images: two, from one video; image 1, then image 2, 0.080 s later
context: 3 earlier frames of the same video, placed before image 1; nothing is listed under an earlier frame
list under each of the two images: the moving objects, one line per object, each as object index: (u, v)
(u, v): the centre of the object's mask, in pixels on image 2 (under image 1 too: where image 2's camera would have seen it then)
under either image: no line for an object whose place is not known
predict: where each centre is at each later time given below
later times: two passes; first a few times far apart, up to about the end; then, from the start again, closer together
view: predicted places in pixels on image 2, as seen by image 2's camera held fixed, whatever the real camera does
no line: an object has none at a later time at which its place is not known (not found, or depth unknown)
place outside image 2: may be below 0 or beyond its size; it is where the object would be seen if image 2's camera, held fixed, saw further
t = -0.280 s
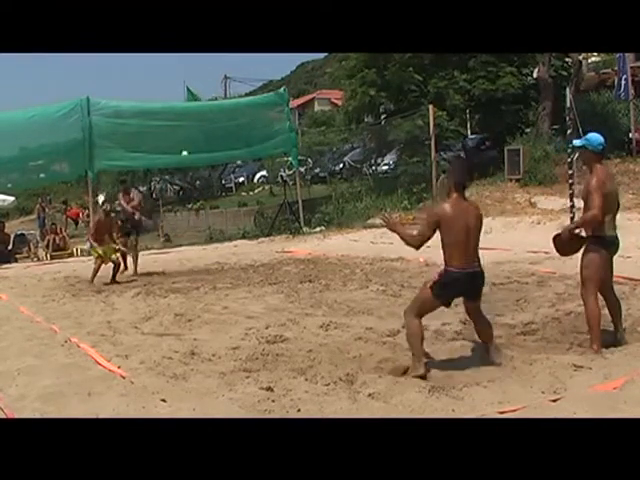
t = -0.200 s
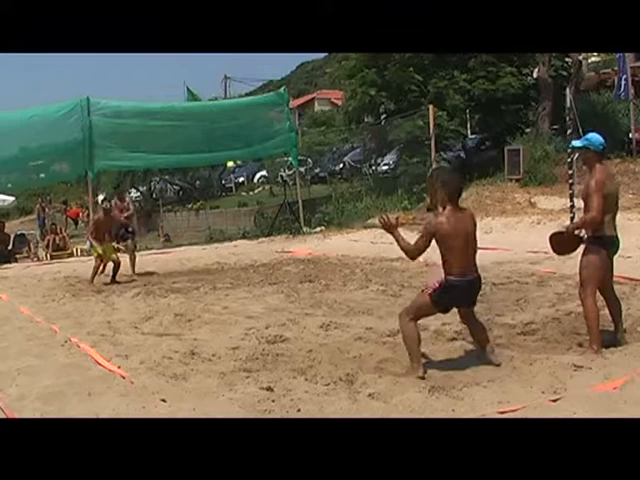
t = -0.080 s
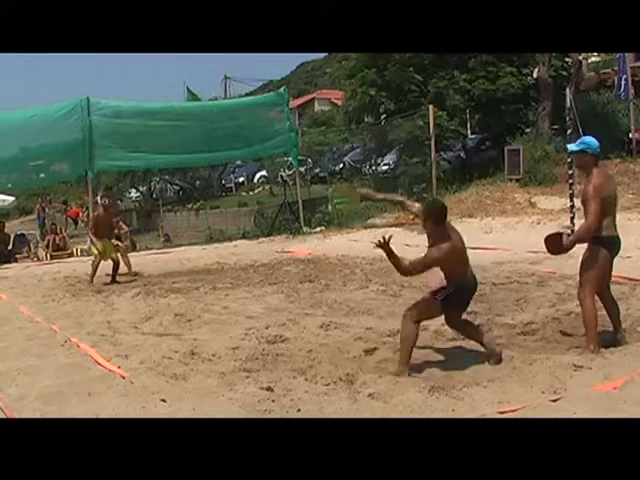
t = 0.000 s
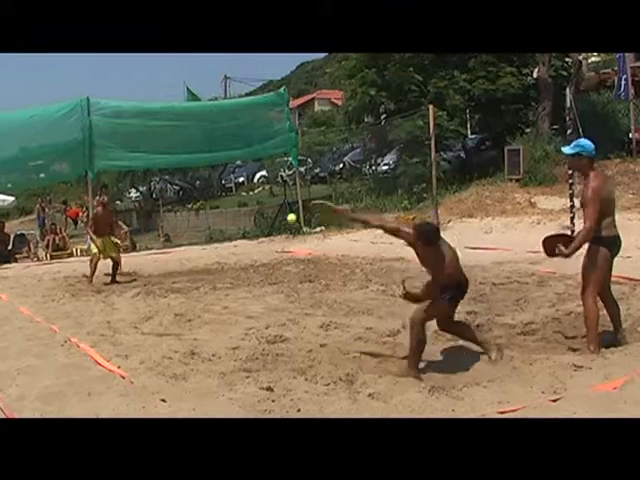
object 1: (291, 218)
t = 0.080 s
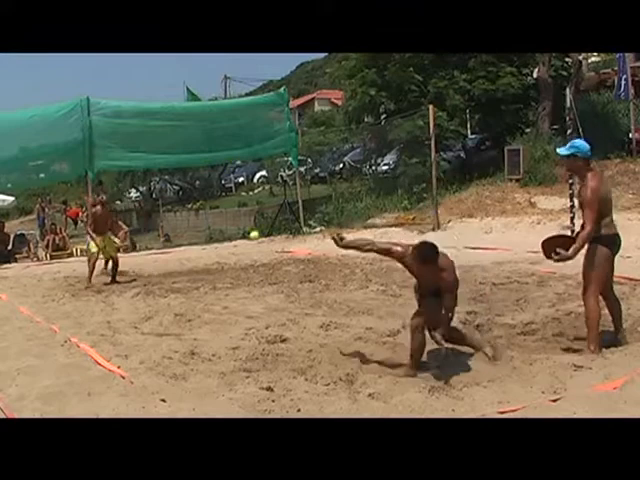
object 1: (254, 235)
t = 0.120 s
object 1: (236, 245)
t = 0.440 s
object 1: (144, 328)
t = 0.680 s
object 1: (137, 326)
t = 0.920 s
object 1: (140, 325)
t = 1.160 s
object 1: (141, 326)
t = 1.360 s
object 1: (139, 327)
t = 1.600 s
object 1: (137, 327)
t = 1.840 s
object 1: (137, 327)
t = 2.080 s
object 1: (137, 327)
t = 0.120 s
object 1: (236, 245)
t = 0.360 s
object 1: (154, 328)
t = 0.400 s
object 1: (149, 328)
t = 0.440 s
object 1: (144, 328)
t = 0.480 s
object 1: (142, 326)
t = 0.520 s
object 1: (140, 325)
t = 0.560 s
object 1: (138, 326)
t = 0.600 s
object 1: (137, 327)
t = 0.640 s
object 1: (137, 326)
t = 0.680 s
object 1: (137, 326)
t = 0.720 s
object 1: (137, 325)
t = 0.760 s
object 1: (138, 325)
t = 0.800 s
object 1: (139, 325)
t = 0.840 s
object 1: (139, 325)
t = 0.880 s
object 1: (139, 325)
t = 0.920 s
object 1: (140, 325)
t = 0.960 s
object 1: (141, 326)
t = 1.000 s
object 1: (141, 326)
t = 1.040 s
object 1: (141, 326)
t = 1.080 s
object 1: (141, 326)
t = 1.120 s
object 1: (141, 326)
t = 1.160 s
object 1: (141, 326)
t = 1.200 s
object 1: (141, 326)
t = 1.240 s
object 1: (141, 326)
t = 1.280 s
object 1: (140, 326)
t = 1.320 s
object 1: (140, 326)
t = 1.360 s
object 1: (139, 327)
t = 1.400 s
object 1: (138, 327)
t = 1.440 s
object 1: (137, 327)
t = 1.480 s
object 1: (137, 327)
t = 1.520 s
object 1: (137, 327)
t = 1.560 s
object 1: (137, 327)
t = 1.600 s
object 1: (137, 327)
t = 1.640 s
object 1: (137, 327)
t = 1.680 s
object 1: (137, 327)
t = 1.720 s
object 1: (137, 327)
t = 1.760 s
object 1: (137, 327)
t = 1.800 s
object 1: (137, 327)
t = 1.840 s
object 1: (137, 327)
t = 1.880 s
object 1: (137, 327)
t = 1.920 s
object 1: (137, 327)
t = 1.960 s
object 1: (137, 327)
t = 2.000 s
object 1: (137, 327)
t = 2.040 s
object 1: (137, 327)
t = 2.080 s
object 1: (137, 327)
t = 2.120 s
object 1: (137, 327)
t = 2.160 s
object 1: (137, 327)
